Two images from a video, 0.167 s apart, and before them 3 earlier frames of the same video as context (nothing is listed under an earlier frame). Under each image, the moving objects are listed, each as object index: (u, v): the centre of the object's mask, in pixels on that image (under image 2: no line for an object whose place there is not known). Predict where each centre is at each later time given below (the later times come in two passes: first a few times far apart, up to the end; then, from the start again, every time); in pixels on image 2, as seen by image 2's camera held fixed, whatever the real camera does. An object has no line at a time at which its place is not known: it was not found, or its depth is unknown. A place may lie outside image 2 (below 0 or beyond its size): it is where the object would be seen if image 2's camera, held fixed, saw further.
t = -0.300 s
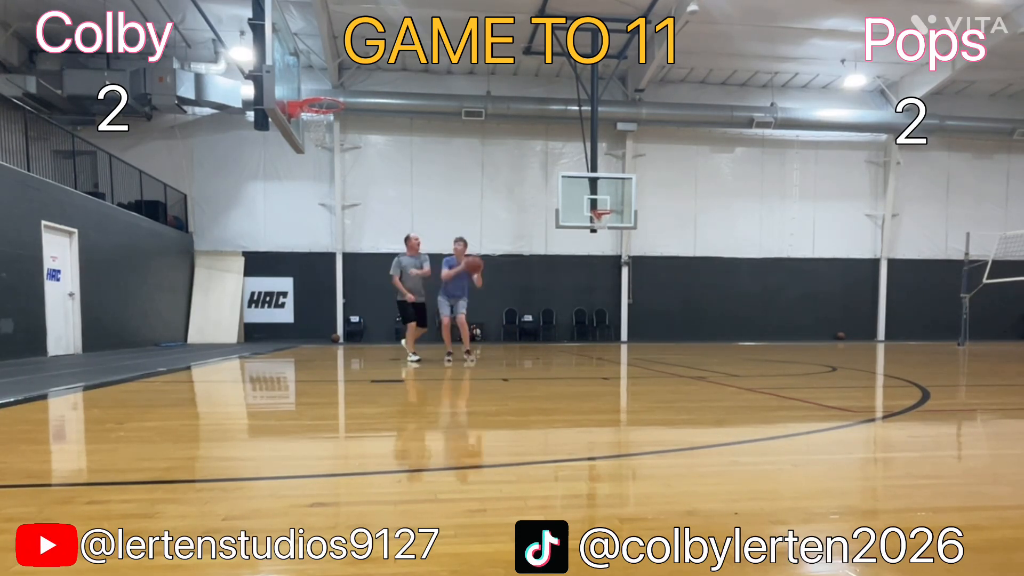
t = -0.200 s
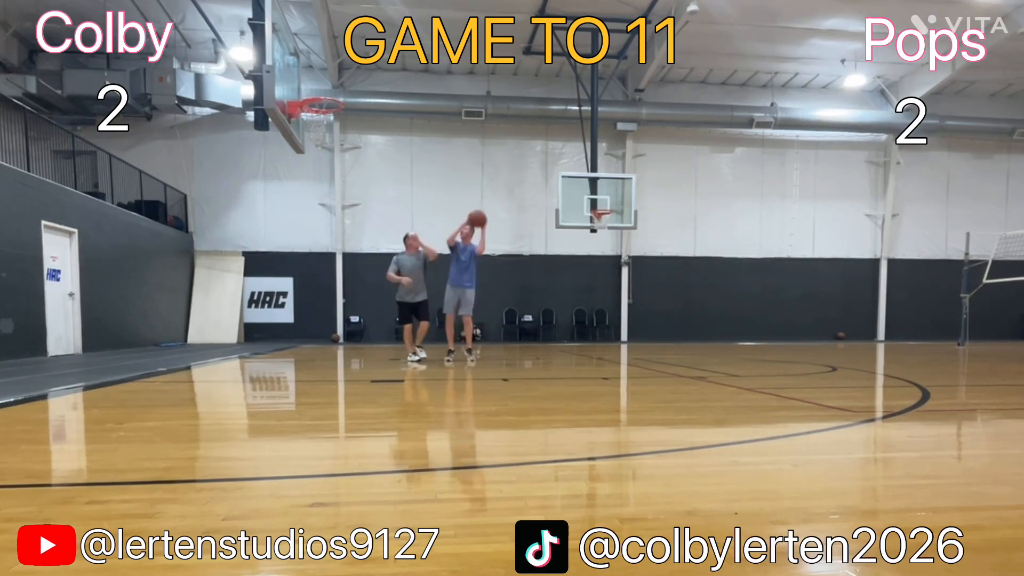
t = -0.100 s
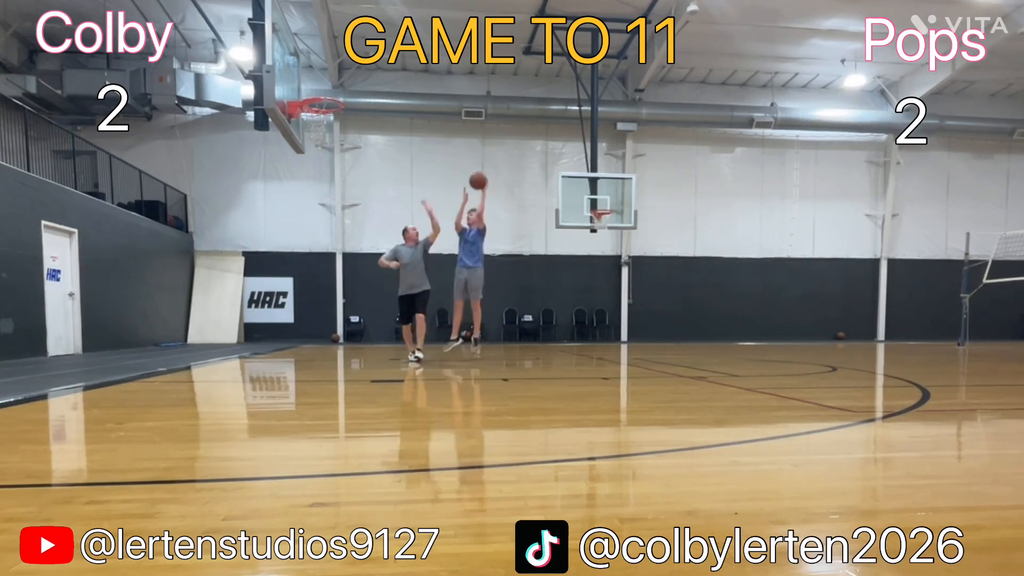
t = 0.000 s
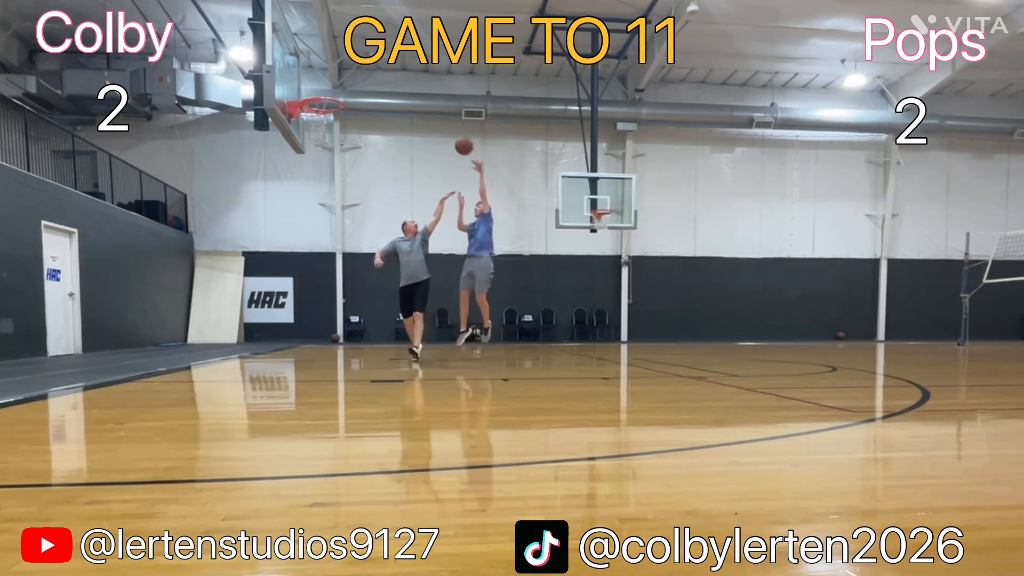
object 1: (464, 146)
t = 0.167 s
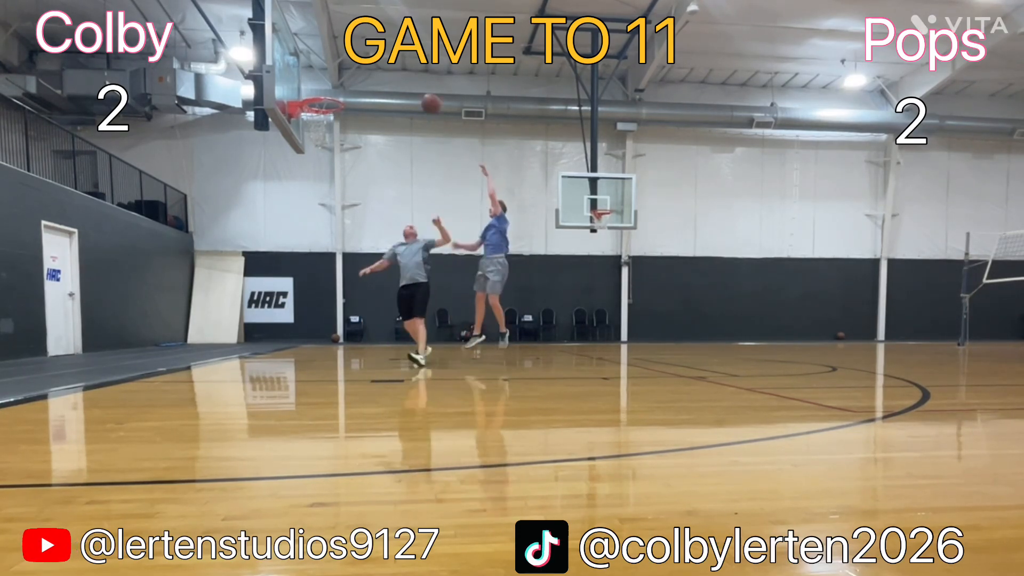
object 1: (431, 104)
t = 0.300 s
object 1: (403, 85)
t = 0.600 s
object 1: (337, 95)
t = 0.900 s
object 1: (291, 158)
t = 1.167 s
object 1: (264, 266)
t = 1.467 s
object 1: (245, 306)
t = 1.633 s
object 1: (245, 258)
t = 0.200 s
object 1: (424, 98)
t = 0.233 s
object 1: (417, 93)
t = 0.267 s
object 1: (410, 88)
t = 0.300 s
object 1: (403, 85)
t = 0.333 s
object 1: (396, 83)
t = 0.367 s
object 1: (389, 81)
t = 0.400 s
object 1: (382, 80)
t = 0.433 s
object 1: (375, 80)
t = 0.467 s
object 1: (367, 81)
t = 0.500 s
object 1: (360, 83)
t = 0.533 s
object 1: (352, 86)
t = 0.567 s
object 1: (345, 90)
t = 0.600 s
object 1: (337, 95)
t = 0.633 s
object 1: (330, 102)
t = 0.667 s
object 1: (322, 109)
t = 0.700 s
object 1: (314, 114)
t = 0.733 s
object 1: (308, 120)
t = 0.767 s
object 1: (305, 126)
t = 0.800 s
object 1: (302, 135)
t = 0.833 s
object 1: (299, 142)
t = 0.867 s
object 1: (295, 149)
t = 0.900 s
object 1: (291, 158)
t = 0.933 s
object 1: (287, 169)
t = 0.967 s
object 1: (284, 180)
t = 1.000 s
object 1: (280, 192)
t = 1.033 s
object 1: (277, 205)
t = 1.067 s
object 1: (273, 219)
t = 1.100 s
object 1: (270, 234)
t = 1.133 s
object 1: (267, 250)
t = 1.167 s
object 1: (264, 266)
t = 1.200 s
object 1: (260, 283)
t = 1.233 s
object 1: (256, 303)
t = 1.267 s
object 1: (253, 324)
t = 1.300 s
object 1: (250, 343)
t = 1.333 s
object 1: (246, 361)
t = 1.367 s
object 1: (247, 346)
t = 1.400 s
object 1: (246, 331)
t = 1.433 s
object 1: (246, 319)
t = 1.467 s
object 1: (245, 306)
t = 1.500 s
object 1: (246, 294)
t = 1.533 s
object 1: (246, 284)
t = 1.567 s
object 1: (246, 274)
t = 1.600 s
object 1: (246, 266)
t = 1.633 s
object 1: (245, 258)
